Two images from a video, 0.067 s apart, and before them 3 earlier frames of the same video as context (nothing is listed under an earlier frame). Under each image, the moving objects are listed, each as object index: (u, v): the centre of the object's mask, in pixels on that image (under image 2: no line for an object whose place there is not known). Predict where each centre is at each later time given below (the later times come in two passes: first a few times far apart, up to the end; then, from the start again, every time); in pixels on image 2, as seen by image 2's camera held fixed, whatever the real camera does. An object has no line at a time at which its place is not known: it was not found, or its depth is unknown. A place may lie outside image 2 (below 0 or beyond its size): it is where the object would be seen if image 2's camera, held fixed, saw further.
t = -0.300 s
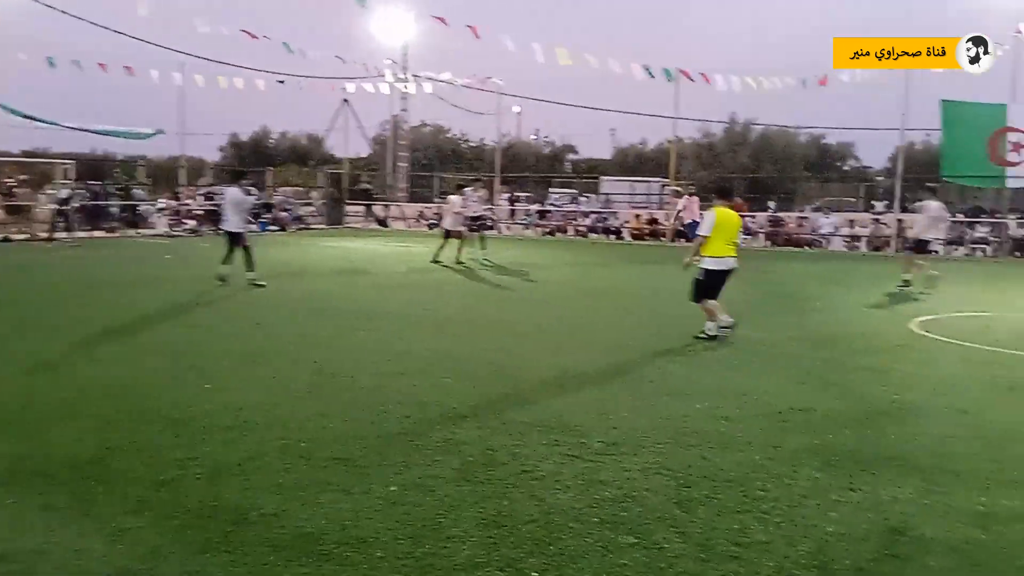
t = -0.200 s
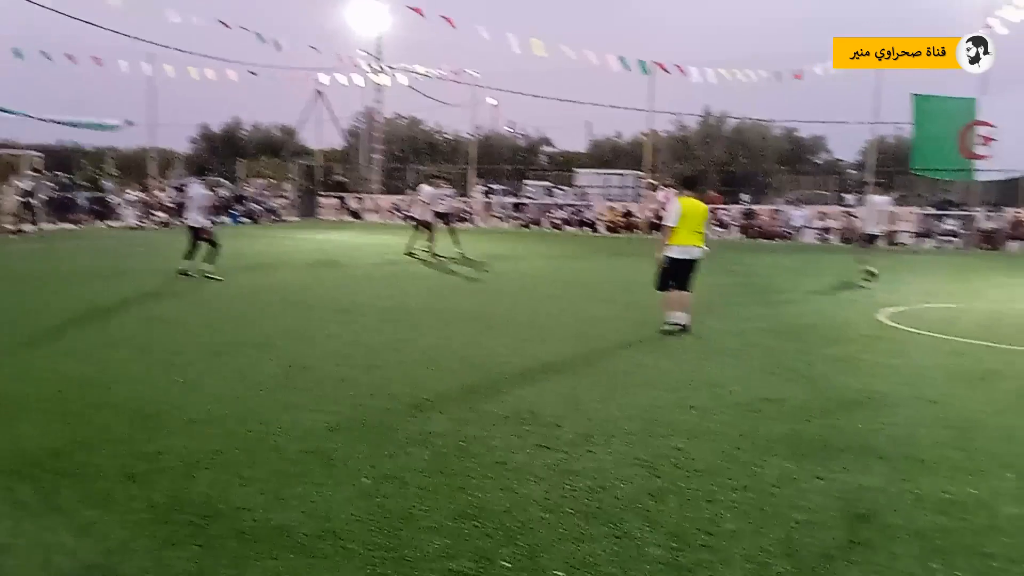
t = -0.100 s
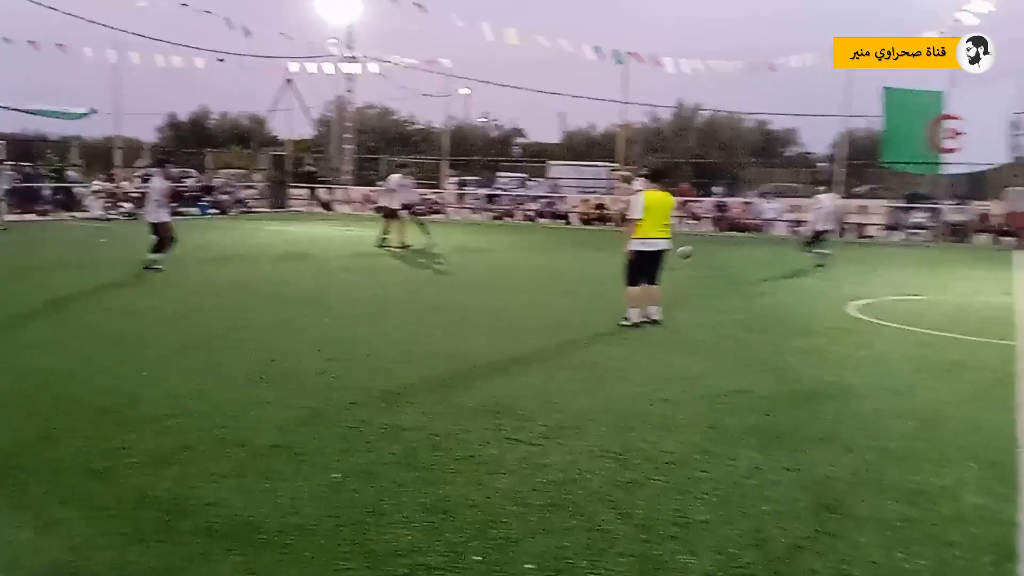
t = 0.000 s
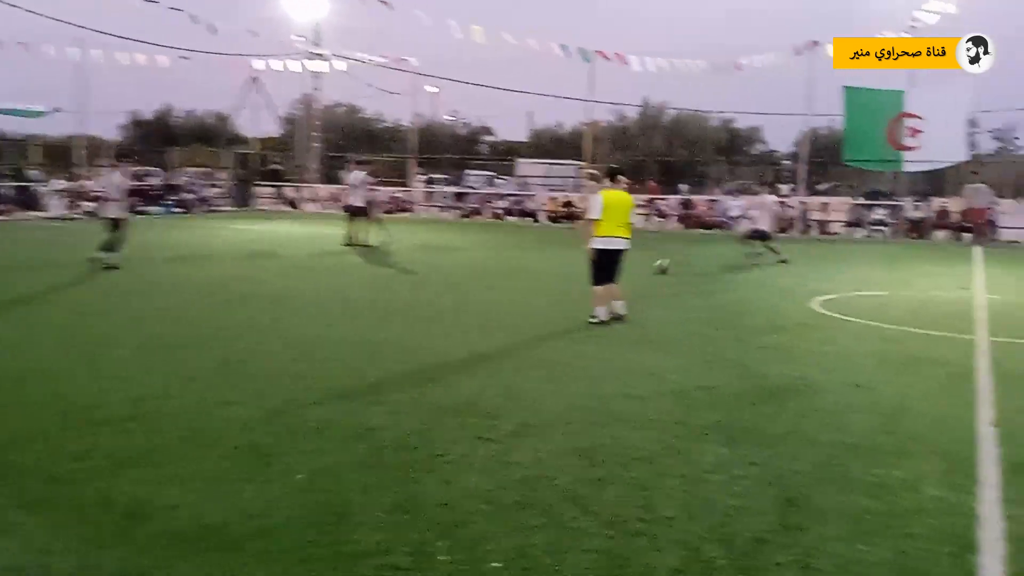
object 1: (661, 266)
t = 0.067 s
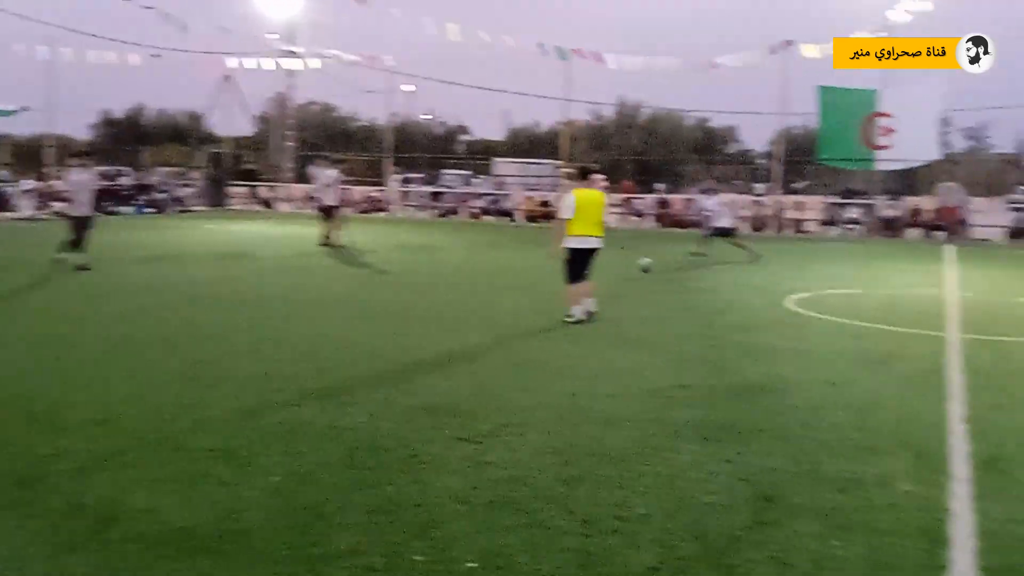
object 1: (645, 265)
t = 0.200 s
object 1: (658, 269)
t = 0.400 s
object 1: (682, 296)
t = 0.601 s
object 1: (710, 319)
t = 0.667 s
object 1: (721, 330)
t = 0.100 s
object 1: (648, 264)
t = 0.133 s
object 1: (652, 266)
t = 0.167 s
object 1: (654, 267)
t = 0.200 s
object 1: (658, 269)
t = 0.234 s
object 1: (661, 274)
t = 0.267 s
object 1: (666, 279)
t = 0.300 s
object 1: (670, 285)
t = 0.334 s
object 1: (674, 293)
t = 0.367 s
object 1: (678, 297)
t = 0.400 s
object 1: (682, 296)
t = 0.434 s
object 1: (686, 297)
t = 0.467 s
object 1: (691, 300)
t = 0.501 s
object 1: (695, 303)
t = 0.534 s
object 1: (700, 306)
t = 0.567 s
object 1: (705, 312)
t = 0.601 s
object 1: (710, 319)
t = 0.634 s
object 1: (716, 328)
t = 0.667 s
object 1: (721, 330)
